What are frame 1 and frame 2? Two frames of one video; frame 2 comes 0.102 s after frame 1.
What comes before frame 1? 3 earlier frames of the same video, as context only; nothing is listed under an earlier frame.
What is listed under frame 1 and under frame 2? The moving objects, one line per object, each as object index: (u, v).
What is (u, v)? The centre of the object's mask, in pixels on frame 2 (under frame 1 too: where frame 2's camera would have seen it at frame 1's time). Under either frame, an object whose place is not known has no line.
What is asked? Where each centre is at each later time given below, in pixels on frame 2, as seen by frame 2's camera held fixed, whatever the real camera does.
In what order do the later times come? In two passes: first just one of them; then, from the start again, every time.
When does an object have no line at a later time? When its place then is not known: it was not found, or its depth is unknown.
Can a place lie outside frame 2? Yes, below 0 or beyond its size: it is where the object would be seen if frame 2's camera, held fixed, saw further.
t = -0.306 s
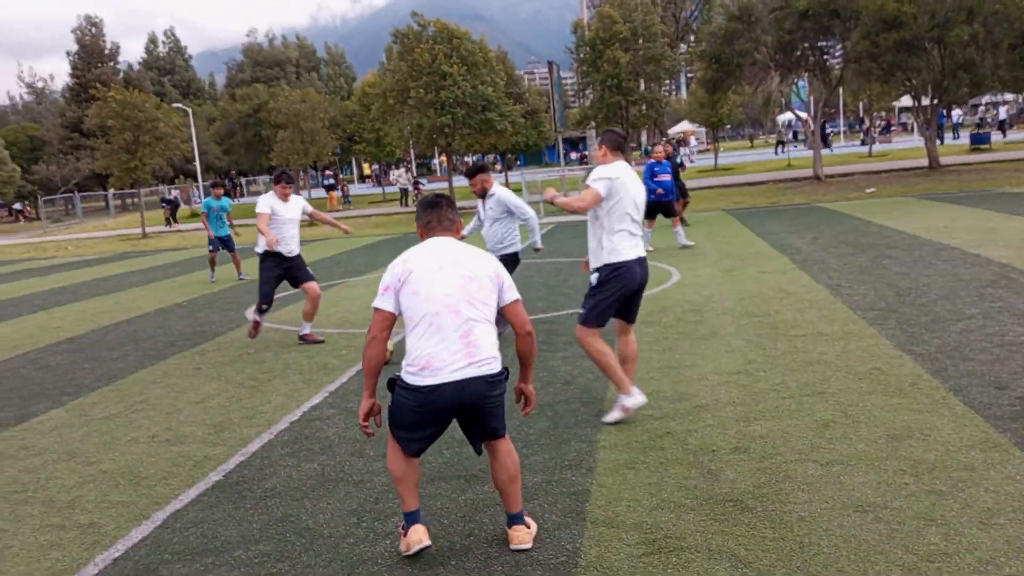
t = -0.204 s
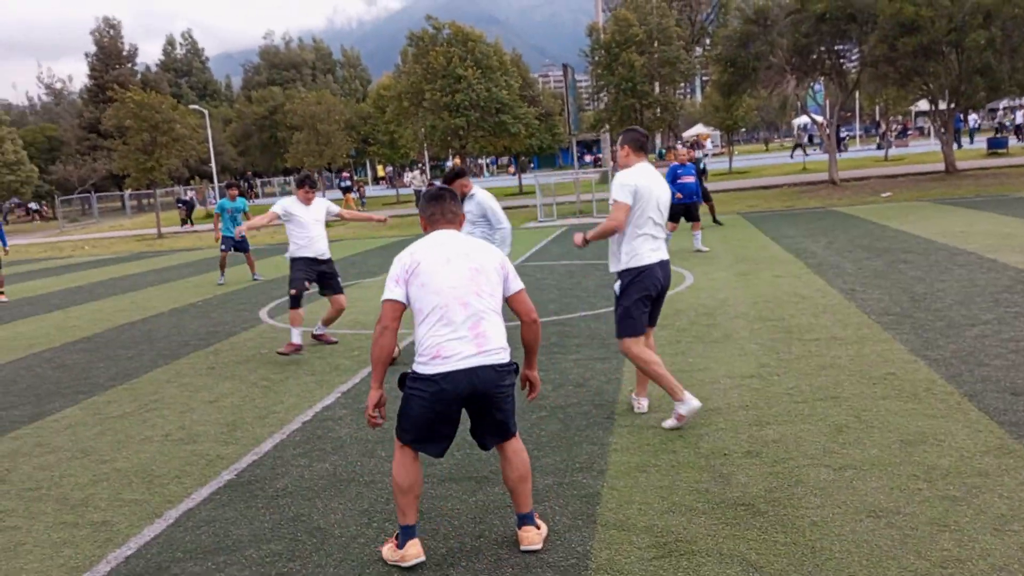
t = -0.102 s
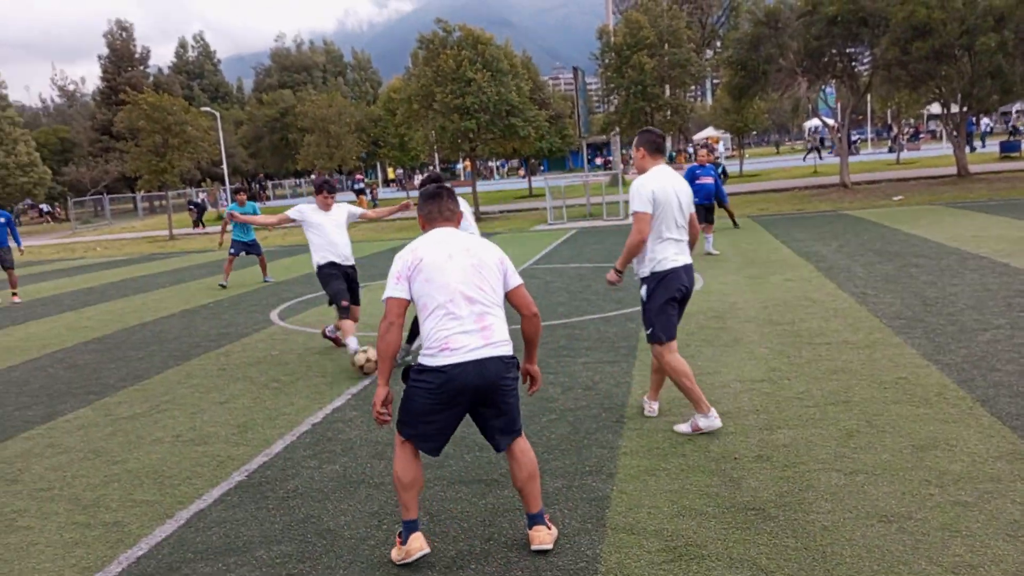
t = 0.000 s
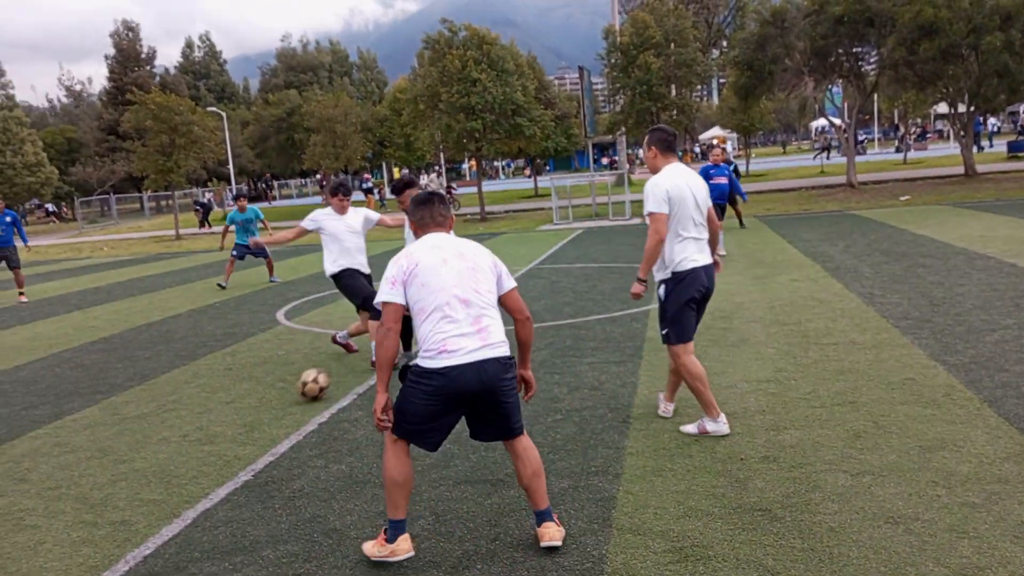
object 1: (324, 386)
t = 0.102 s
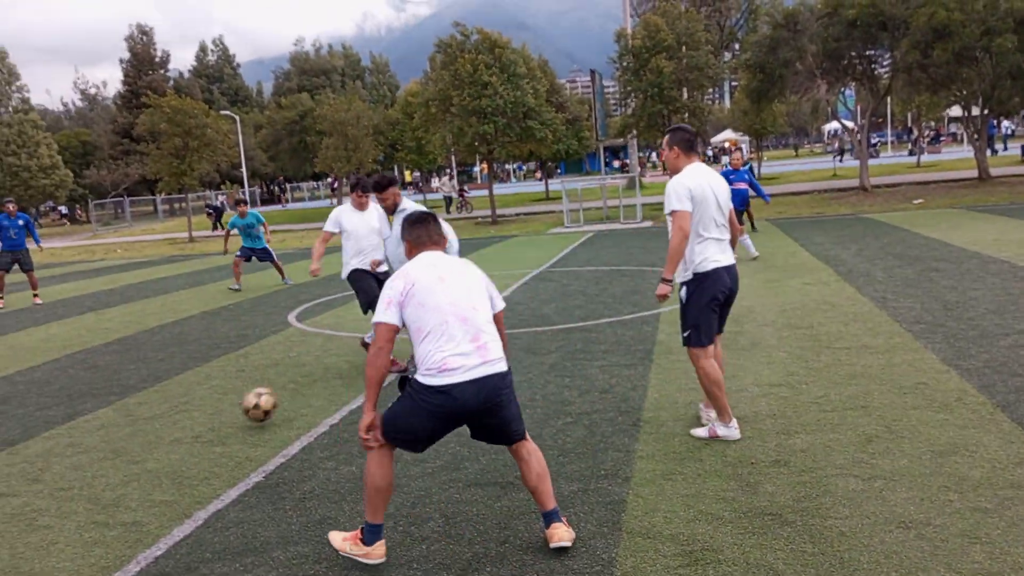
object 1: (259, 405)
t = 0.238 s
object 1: (159, 442)
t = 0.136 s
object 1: (236, 413)
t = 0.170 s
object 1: (210, 424)
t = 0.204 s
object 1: (184, 438)
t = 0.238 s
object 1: (159, 442)
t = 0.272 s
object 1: (134, 448)
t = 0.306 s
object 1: (108, 456)
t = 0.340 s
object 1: (81, 465)
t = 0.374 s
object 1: (52, 478)
